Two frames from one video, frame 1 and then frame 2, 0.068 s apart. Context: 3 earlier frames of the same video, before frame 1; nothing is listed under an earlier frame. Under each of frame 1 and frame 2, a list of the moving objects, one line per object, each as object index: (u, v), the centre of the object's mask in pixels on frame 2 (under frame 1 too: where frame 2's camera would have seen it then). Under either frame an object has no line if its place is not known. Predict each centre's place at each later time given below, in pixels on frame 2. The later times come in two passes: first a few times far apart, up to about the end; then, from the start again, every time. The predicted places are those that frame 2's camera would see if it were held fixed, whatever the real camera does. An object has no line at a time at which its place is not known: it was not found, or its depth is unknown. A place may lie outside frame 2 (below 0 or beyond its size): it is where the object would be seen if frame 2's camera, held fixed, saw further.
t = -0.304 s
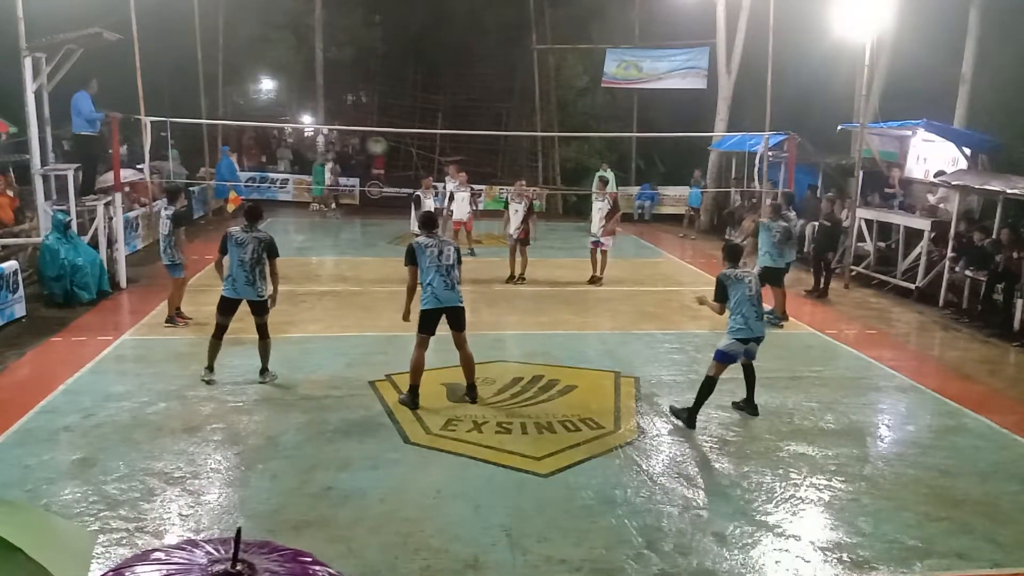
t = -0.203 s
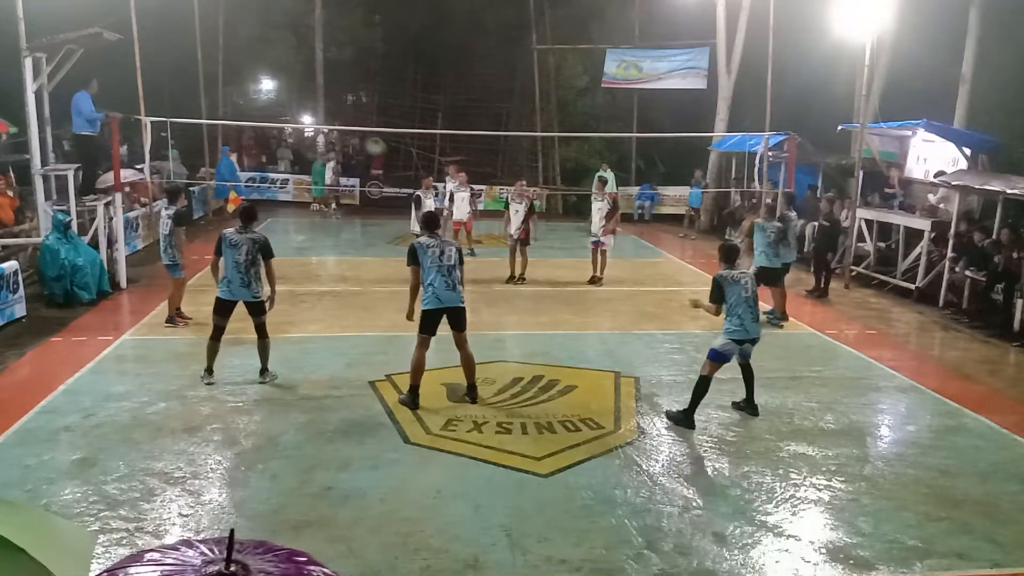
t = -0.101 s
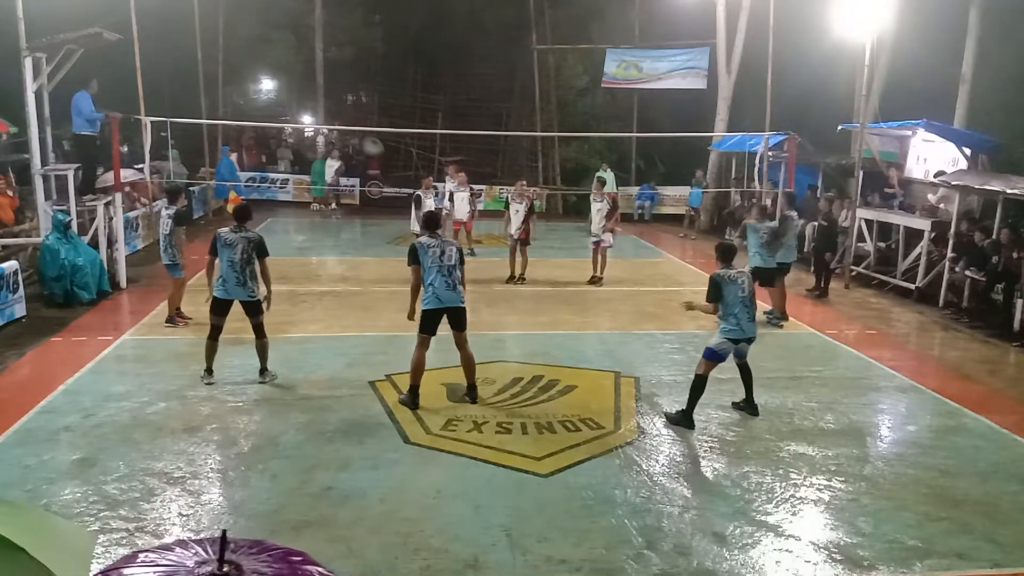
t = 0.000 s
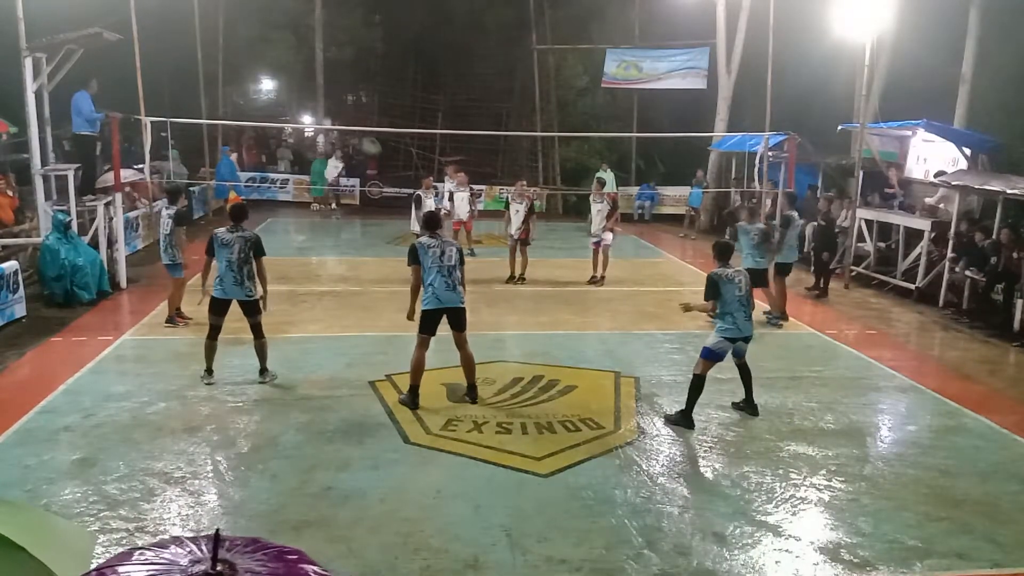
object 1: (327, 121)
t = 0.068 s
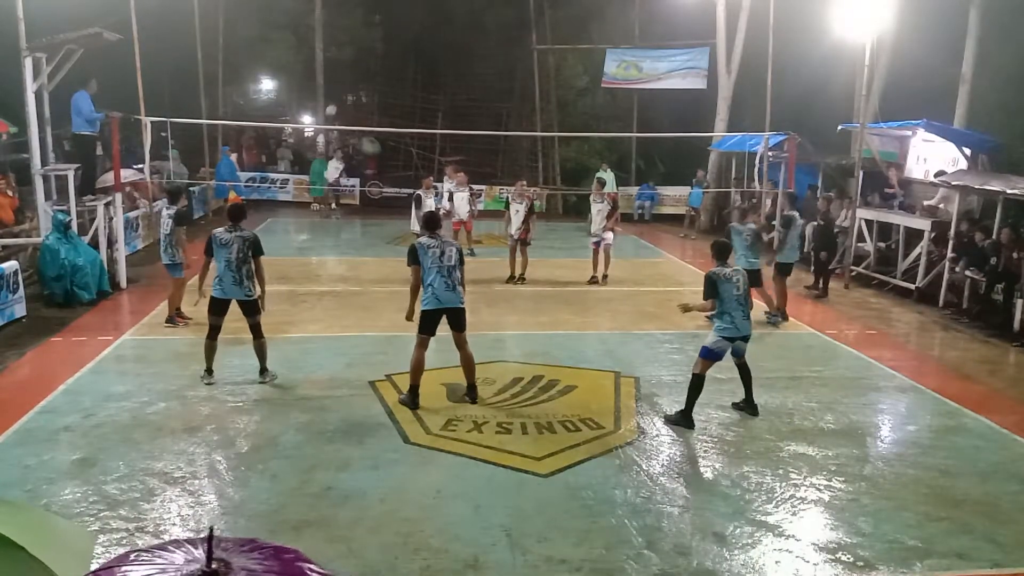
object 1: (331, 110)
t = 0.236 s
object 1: (344, 82)
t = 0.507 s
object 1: (373, 57)
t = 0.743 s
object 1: (408, 65)
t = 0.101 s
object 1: (333, 104)
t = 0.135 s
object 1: (336, 98)
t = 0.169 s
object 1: (339, 92)
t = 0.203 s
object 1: (341, 87)
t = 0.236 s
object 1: (344, 82)
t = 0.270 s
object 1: (347, 77)
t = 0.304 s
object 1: (350, 73)
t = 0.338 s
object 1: (353, 69)
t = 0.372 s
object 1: (357, 65)
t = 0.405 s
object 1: (361, 62)
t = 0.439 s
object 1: (364, 59)
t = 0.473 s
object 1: (368, 58)
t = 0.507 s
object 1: (373, 57)
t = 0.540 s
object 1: (377, 55)
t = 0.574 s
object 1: (382, 55)
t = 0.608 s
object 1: (386, 56)
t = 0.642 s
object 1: (391, 57)
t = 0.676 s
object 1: (397, 59)
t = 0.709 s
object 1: (402, 62)
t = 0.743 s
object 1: (408, 65)
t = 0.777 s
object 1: (415, 70)
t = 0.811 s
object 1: (421, 76)
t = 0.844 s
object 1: (428, 84)
